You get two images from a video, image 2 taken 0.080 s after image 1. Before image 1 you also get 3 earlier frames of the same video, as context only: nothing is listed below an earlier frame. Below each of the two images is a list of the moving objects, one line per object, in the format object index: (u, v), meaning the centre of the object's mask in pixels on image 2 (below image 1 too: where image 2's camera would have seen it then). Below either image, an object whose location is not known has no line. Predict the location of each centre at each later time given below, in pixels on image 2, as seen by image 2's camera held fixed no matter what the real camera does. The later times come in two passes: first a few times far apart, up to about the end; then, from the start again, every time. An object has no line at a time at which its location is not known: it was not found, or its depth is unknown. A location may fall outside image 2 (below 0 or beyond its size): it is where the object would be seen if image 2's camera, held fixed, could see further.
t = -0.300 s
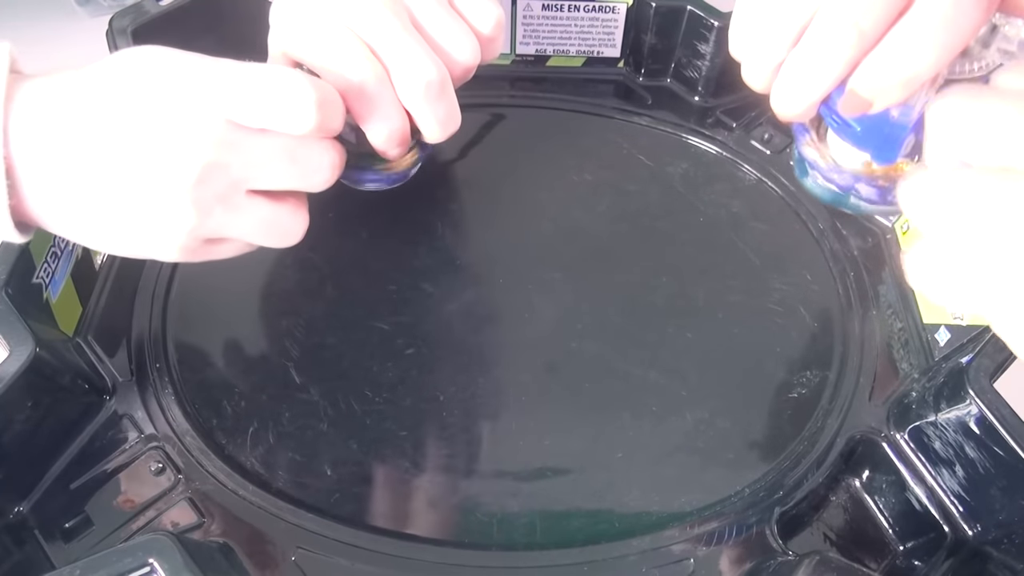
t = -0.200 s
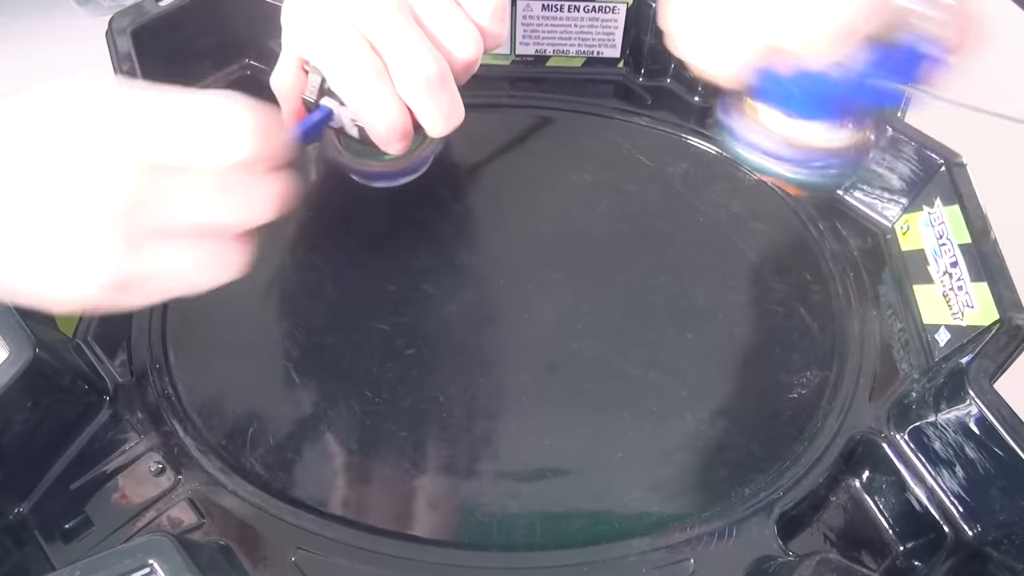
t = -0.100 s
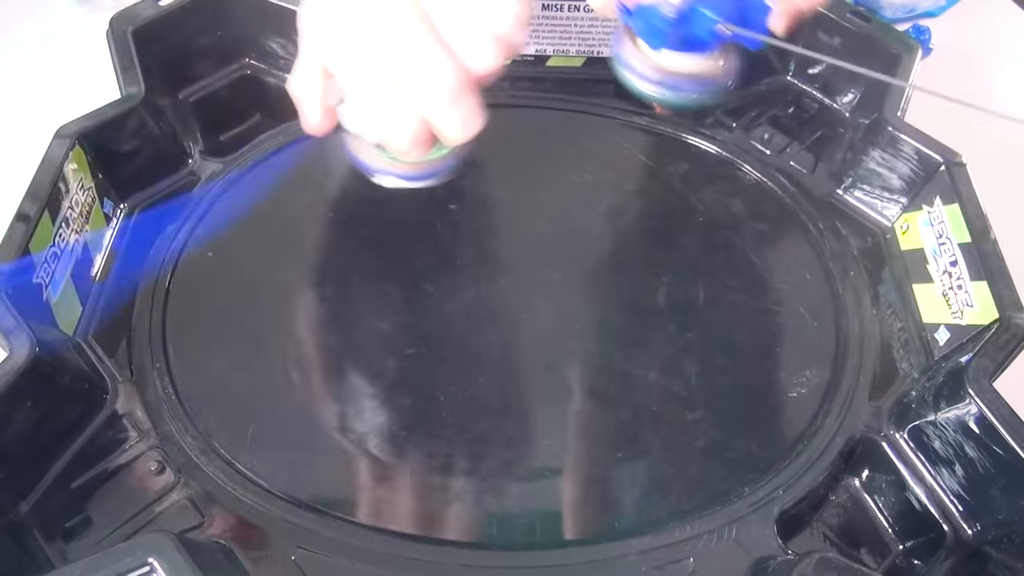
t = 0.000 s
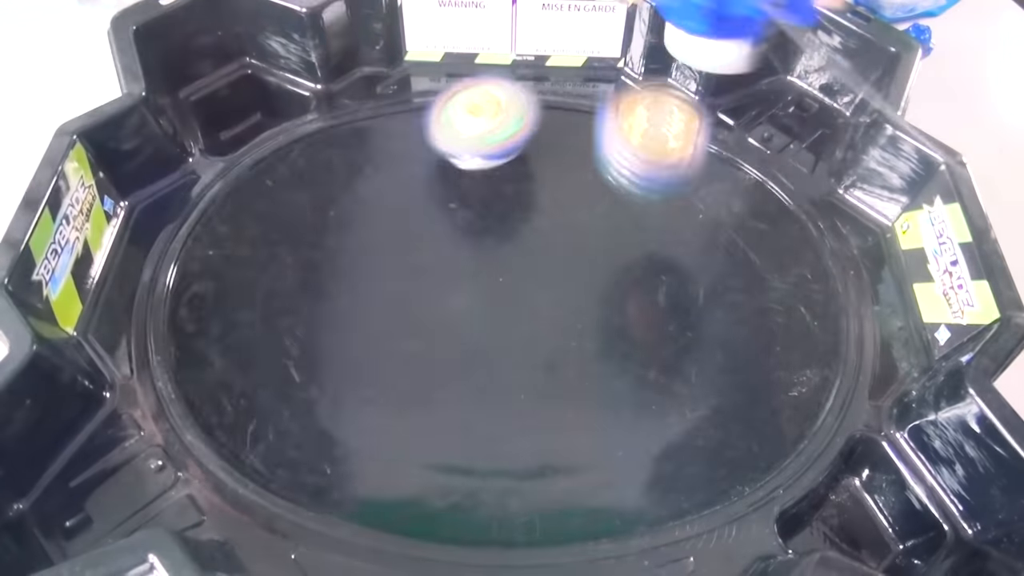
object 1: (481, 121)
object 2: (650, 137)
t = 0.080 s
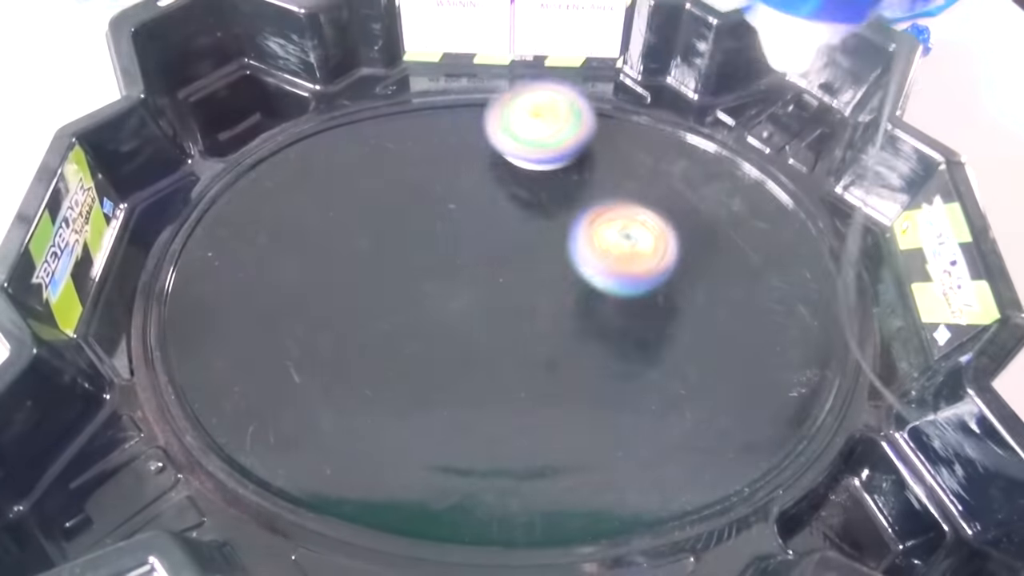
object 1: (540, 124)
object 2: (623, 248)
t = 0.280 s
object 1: (622, 190)
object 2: (509, 414)
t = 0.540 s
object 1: (589, 310)
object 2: (341, 435)
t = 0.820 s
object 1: (531, 319)
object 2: (389, 328)
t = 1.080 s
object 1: (577, 277)
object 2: (392, 295)
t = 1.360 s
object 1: (550, 291)
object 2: (426, 293)
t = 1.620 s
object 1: (558, 296)
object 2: (429, 290)
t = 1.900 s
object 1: (591, 287)
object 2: (376, 291)
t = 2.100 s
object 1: (567, 295)
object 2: (386, 286)
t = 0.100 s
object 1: (552, 125)
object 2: (616, 254)
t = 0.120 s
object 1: (564, 128)
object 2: (609, 266)
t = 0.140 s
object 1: (575, 134)
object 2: (600, 285)
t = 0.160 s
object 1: (585, 139)
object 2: (589, 308)
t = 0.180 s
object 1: (594, 145)
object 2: (578, 337)
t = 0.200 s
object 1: (601, 155)
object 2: (566, 364)
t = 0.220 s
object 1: (608, 163)
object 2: (553, 375)
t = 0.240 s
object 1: (614, 171)
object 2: (539, 384)
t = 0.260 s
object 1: (618, 180)
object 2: (524, 397)
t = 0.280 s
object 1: (622, 190)
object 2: (509, 414)
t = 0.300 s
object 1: (624, 200)
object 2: (492, 434)
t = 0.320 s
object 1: (625, 210)
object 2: (475, 442)
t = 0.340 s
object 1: (626, 221)
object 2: (457, 445)
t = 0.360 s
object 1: (625, 231)
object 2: (439, 452)
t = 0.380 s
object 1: (624, 241)
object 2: (423, 461)
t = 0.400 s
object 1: (621, 252)
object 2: (407, 464)
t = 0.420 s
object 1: (618, 262)
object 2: (392, 461)
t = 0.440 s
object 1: (614, 271)
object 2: (379, 457)
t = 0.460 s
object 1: (610, 281)
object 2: (367, 455)
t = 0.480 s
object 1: (605, 289)
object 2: (358, 454)
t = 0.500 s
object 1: (600, 297)
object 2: (350, 449)
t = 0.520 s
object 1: (595, 304)
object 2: (345, 443)
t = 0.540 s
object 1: (589, 310)
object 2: (341, 435)
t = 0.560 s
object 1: (584, 314)
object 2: (339, 428)
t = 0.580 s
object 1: (579, 319)
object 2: (338, 421)
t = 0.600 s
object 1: (574, 322)
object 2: (338, 414)
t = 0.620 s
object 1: (569, 324)
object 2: (339, 408)
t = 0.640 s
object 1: (564, 326)
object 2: (341, 401)
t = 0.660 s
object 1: (560, 326)
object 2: (344, 393)
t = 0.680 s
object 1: (555, 327)
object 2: (348, 384)
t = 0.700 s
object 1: (551, 326)
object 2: (352, 375)
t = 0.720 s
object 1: (547, 326)
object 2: (357, 367)
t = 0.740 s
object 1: (543, 325)
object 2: (363, 359)
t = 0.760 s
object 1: (540, 323)
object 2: (369, 351)
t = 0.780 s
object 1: (536, 322)
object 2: (375, 344)
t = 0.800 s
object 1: (533, 320)
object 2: (382, 336)
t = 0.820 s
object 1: (531, 319)
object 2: (389, 328)
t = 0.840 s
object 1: (528, 317)
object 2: (396, 321)
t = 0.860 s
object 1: (528, 315)
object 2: (399, 315)
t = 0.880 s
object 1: (537, 310)
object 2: (393, 313)
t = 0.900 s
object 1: (546, 306)
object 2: (388, 310)
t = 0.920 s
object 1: (555, 301)
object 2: (384, 306)
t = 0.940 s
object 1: (562, 296)
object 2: (383, 302)
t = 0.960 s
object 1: (567, 292)
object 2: (382, 299)
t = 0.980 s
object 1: (571, 288)
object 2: (383, 298)
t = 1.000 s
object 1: (575, 285)
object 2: (384, 297)
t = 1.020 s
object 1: (576, 282)
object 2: (386, 297)
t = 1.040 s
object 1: (577, 280)
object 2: (388, 297)
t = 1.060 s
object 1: (577, 278)
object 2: (390, 296)
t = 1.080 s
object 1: (577, 277)
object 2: (392, 295)
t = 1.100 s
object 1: (576, 276)
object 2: (395, 295)
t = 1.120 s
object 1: (574, 276)
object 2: (397, 295)
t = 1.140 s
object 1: (572, 277)
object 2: (400, 295)
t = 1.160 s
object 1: (571, 278)
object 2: (403, 295)
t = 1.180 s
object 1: (569, 279)
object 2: (405, 295)
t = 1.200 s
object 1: (567, 280)
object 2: (408, 295)
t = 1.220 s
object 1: (564, 281)
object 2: (410, 294)
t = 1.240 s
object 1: (562, 283)
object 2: (413, 294)
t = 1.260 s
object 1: (560, 284)
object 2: (415, 294)
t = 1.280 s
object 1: (558, 285)
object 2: (418, 294)
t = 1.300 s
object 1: (556, 287)
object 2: (420, 294)
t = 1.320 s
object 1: (554, 288)
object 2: (422, 294)
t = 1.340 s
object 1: (552, 290)
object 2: (424, 293)
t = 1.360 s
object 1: (550, 291)
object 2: (426, 293)
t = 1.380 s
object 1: (550, 292)
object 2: (426, 292)
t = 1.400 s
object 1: (553, 292)
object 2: (422, 292)
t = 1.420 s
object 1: (555, 293)
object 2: (420, 293)
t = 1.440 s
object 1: (557, 293)
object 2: (419, 293)
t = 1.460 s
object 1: (559, 293)
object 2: (419, 293)
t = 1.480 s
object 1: (560, 294)
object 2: (420, 293)
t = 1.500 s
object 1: (560, 294)
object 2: (421, 292)
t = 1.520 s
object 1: (560, 294)
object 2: (423, 292)
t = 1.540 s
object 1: (560, 295)
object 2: (424, 291)
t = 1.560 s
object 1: (560, 295)
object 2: (425, 291)
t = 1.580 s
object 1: (559, 295)
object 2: (426, 291)
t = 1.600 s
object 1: (559, 296)
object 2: (427, 291)
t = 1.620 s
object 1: (558, 296)
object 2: (429, 290)
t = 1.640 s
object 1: (557, 296)
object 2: (430, 290)
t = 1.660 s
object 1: (556, 296)
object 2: (431, 289)
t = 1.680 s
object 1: (554, 296)
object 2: (432, 289)
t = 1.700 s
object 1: (554, 296)
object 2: (431, 289)
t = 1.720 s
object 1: (563, 294)
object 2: (421, 288)
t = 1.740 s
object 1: (572, 293)
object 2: (409, 289)
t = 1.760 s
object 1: (579, 291)
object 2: (398, 292)
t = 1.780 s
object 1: (585, 289)
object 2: (389, 293)
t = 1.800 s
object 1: (589, 288)
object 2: (383, 293)
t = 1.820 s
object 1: (591, 287)
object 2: (379, 292)
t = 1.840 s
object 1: (592, 287)
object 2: (376, 291)
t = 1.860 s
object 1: (593, 286)
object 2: (375, 290)
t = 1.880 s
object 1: (592, 287)
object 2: (375, 291)
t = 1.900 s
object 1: (591, 287)
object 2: (376, 291)
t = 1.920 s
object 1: (590, 288)
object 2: (377, 291)
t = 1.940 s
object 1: (588, 289)
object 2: (377, 290)
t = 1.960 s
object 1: (585, 290)
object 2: (378, 289)
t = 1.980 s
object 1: (583, 290)
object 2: (379, 288)
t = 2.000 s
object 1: (580, 291)
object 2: (380, 287)
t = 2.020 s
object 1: (578, 292)
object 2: (382, 288)
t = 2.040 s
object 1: (575, 293)
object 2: (383, 288)
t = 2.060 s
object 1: (572, 294)
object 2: (384, 288)
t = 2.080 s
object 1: (570, 295)
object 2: (385, 287)
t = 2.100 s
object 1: (567, 295)
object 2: (386, 286)
